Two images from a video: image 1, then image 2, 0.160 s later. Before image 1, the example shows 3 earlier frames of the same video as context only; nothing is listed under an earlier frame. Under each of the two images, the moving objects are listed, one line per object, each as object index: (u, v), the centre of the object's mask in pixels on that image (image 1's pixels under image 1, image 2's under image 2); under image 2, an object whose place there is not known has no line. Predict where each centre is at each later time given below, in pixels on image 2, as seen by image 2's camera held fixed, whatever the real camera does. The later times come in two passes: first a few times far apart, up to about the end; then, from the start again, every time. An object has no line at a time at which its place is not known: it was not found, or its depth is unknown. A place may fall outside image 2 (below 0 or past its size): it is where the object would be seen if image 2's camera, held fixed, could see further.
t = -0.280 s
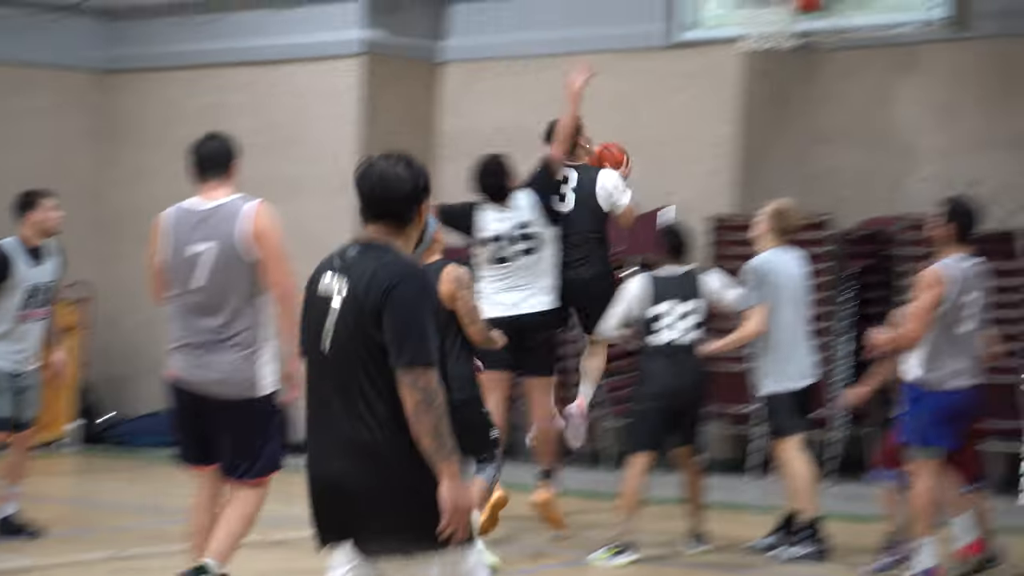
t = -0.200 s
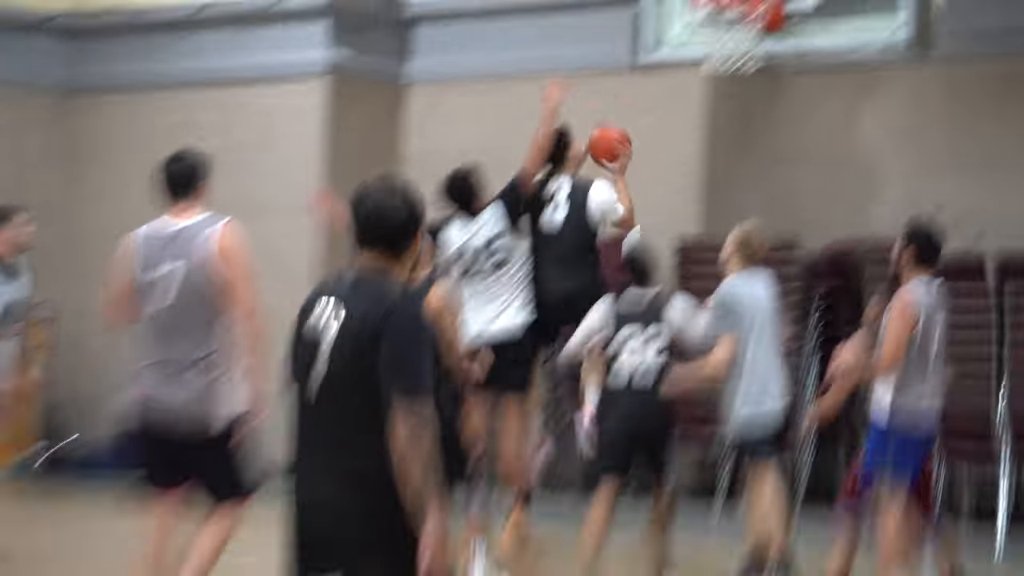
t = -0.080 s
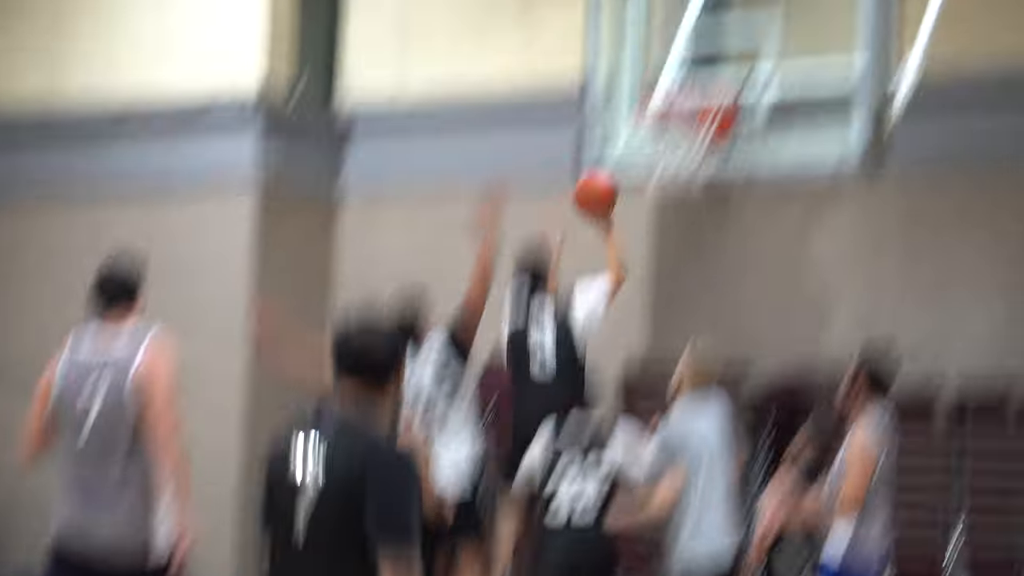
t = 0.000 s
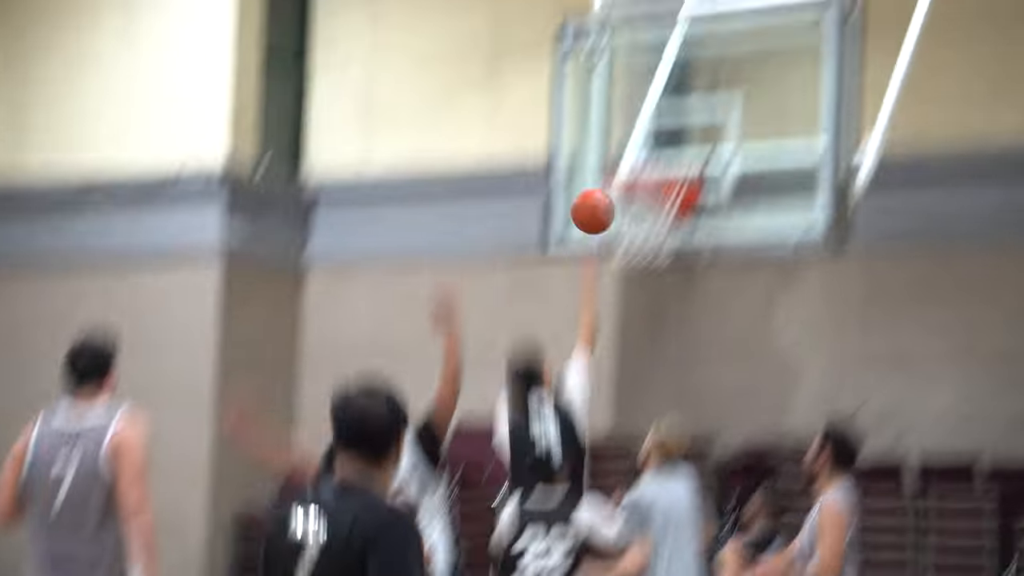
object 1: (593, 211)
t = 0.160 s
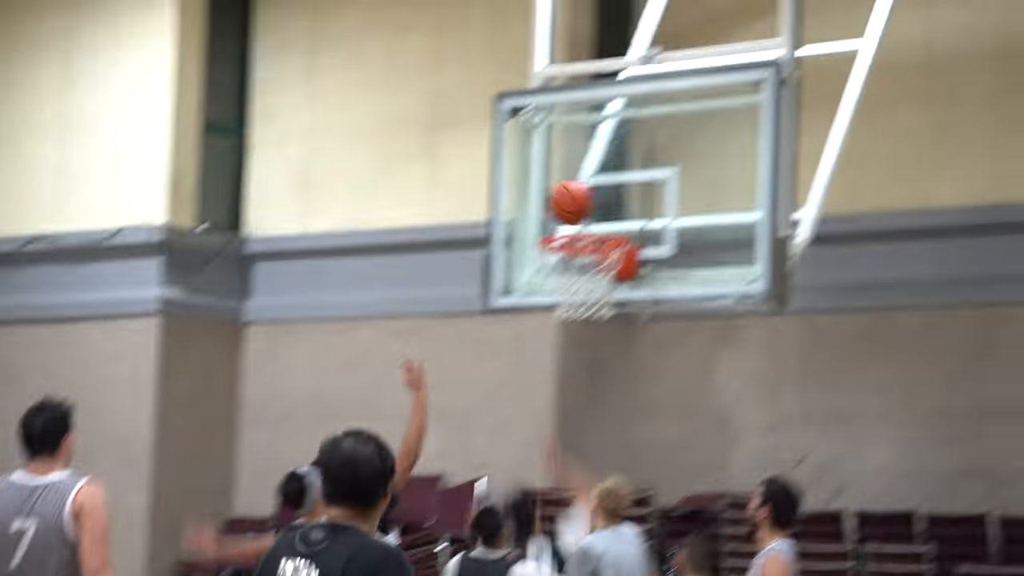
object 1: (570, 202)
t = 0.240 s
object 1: (567, 195)
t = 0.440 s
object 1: (567, 220)
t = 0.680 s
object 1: (585, 261)
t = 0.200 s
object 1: (569, 197)
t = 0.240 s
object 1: (567, 195)
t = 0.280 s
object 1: (566, 196)
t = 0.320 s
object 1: (565, 199)
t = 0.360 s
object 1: (561, 208)
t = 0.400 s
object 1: (559, 217)
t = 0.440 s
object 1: (567, 220)
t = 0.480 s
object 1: (580, 220)
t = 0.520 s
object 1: (592, 222)
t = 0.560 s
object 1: (602, 234)
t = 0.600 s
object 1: (604, 246)
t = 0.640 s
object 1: (594, 254)
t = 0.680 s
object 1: (585, 261)
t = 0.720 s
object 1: (571, 273)
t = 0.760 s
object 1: (564, 282)
